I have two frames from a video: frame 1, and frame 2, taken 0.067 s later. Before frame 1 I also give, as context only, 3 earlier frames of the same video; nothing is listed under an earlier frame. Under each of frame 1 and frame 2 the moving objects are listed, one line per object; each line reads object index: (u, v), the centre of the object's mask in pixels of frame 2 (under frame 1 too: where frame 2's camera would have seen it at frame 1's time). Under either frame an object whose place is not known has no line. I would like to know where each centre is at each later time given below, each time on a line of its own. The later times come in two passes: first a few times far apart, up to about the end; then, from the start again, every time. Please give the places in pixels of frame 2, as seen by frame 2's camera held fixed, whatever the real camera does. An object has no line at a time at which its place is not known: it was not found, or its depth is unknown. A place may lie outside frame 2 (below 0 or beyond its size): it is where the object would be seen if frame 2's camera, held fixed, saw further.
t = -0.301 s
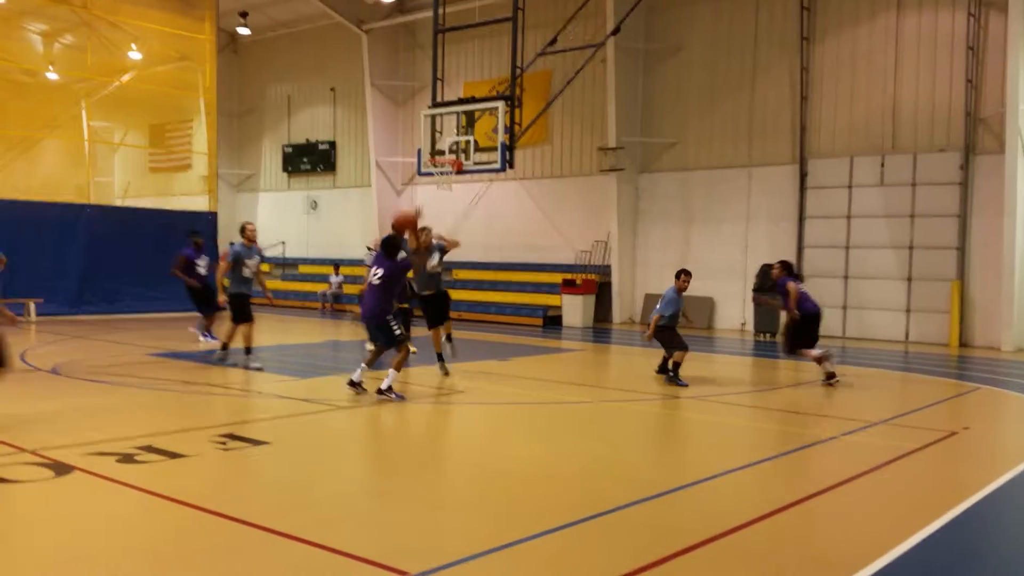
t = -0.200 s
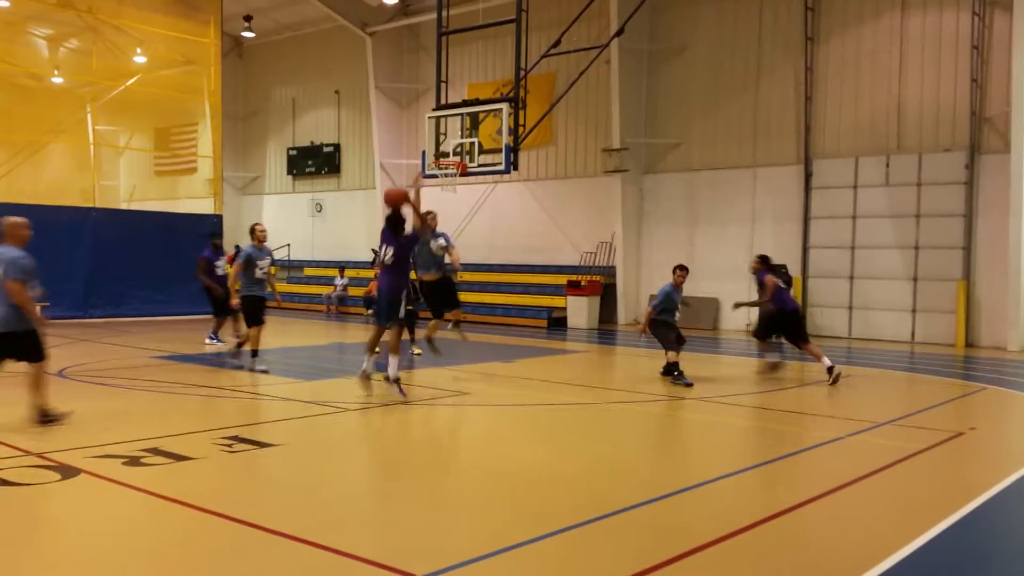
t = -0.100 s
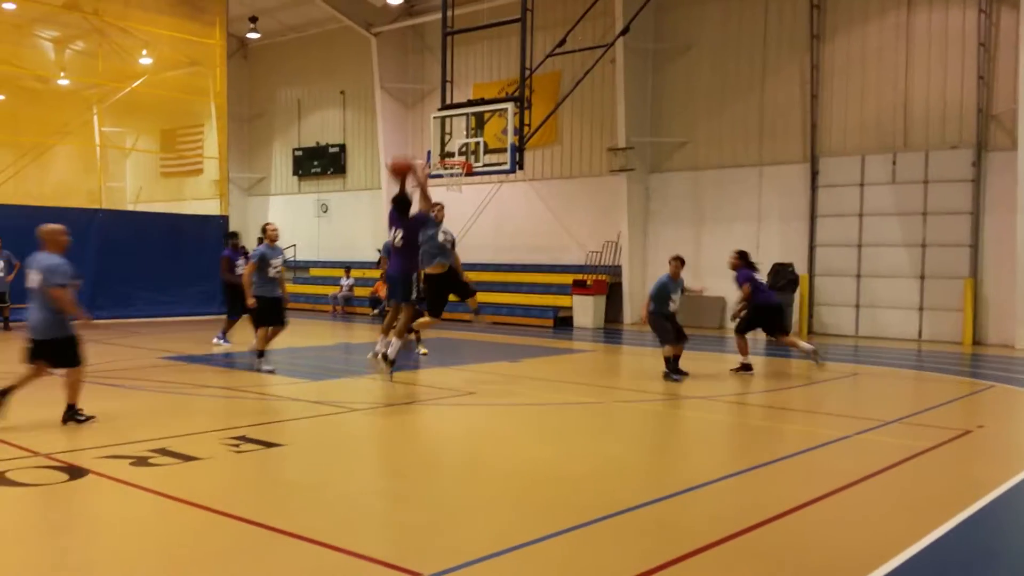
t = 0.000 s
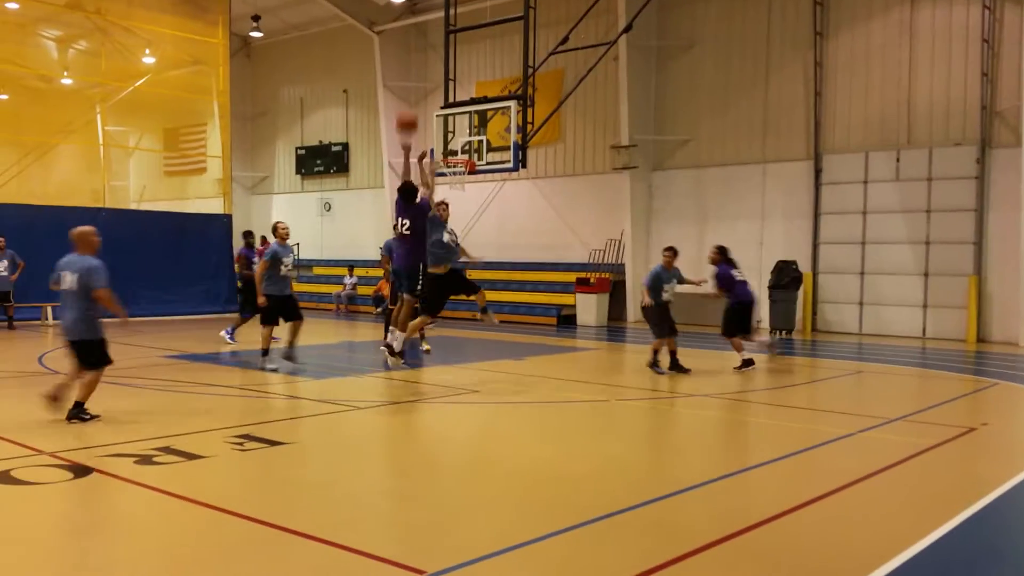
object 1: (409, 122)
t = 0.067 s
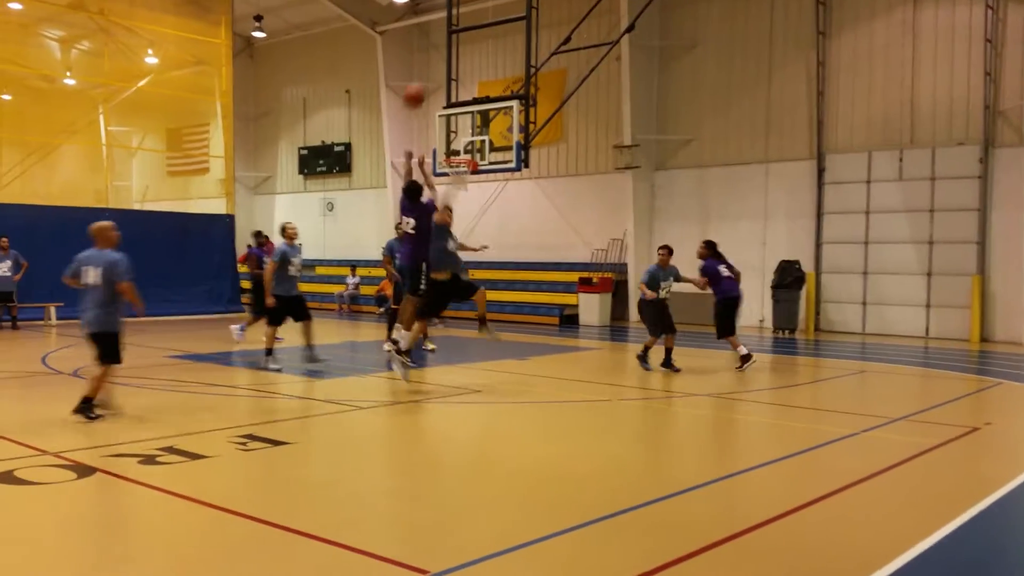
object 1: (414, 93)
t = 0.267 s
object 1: (426, 46)
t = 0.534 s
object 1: (438, 39)
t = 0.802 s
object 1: (448, 82)
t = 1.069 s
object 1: (458, 149)
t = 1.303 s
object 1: (457, 130)
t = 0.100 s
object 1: (416, 83)
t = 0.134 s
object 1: (418, 74)
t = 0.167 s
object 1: (421, 65)
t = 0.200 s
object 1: (422, 58)
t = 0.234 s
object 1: (424, 51)
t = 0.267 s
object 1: (426, 46)
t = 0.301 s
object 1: (428, 43)
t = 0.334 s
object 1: (430, 40)
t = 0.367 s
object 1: (431, 37)
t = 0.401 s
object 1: (433, 36)
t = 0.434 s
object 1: (435, 36)
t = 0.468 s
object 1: (436, 36)
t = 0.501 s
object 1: (437, 38)
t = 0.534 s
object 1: (438, 39)
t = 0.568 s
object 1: (440, 42)
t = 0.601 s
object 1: (442, 46)
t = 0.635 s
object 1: (443, 51)
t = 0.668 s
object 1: (444, 56)
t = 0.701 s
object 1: (445, 62)
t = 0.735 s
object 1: (446, 68)
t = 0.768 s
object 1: (448, 75)
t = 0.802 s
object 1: (448, 82)
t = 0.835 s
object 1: (450, 91)
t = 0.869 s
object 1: (451, 100)
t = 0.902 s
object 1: (453, 108)
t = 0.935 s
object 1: (455, 120)
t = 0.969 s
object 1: (456, 129)
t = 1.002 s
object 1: (457, 139)
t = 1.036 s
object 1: (457, 148)
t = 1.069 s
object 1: (458, 149)
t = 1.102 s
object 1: (456, 147)
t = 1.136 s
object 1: (457, 141)
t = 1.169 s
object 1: (457, 137)
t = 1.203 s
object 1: (457, 135)
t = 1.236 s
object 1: (457, 132)
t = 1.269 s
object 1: (457, 131)
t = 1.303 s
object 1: (457, 130)
